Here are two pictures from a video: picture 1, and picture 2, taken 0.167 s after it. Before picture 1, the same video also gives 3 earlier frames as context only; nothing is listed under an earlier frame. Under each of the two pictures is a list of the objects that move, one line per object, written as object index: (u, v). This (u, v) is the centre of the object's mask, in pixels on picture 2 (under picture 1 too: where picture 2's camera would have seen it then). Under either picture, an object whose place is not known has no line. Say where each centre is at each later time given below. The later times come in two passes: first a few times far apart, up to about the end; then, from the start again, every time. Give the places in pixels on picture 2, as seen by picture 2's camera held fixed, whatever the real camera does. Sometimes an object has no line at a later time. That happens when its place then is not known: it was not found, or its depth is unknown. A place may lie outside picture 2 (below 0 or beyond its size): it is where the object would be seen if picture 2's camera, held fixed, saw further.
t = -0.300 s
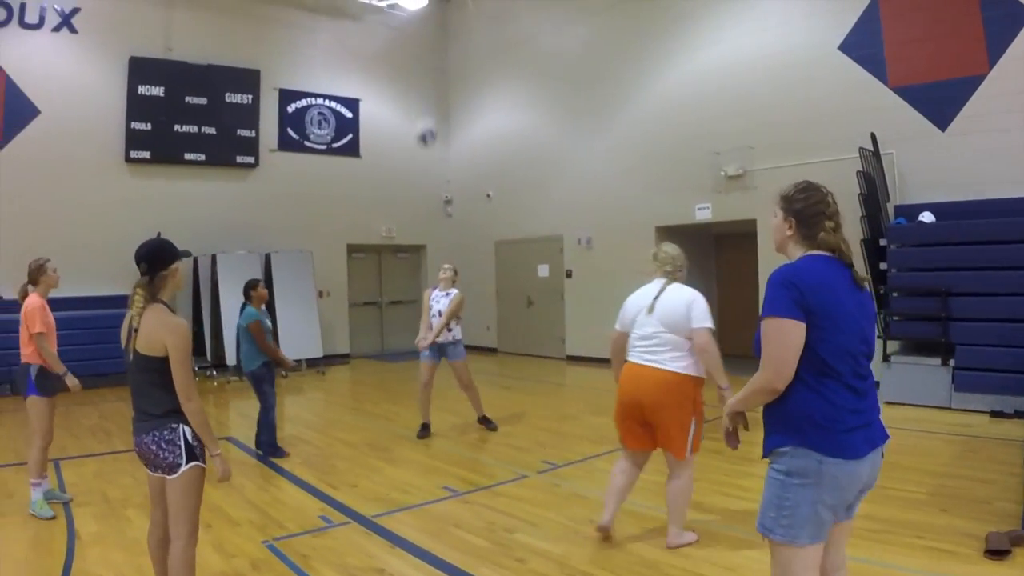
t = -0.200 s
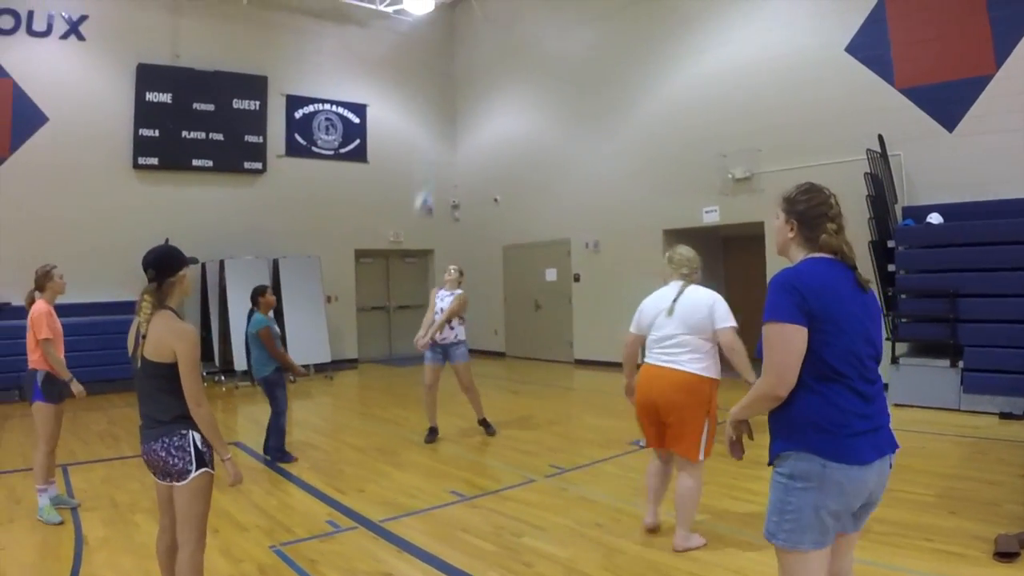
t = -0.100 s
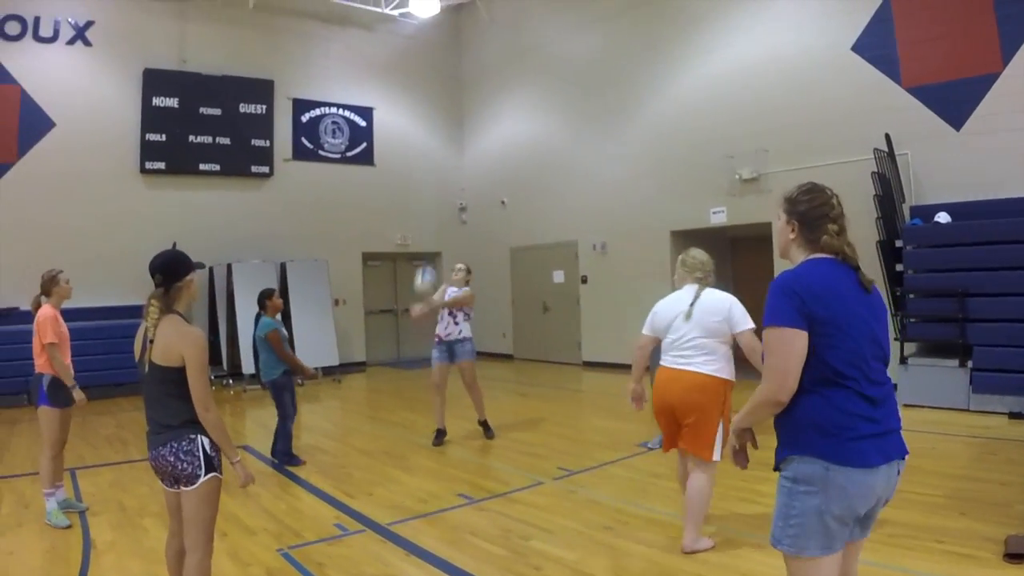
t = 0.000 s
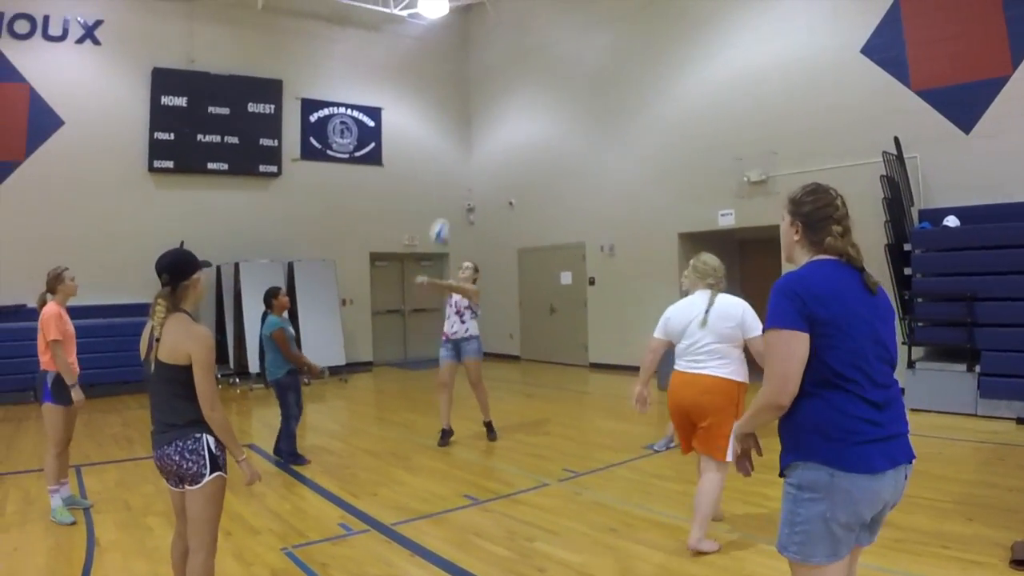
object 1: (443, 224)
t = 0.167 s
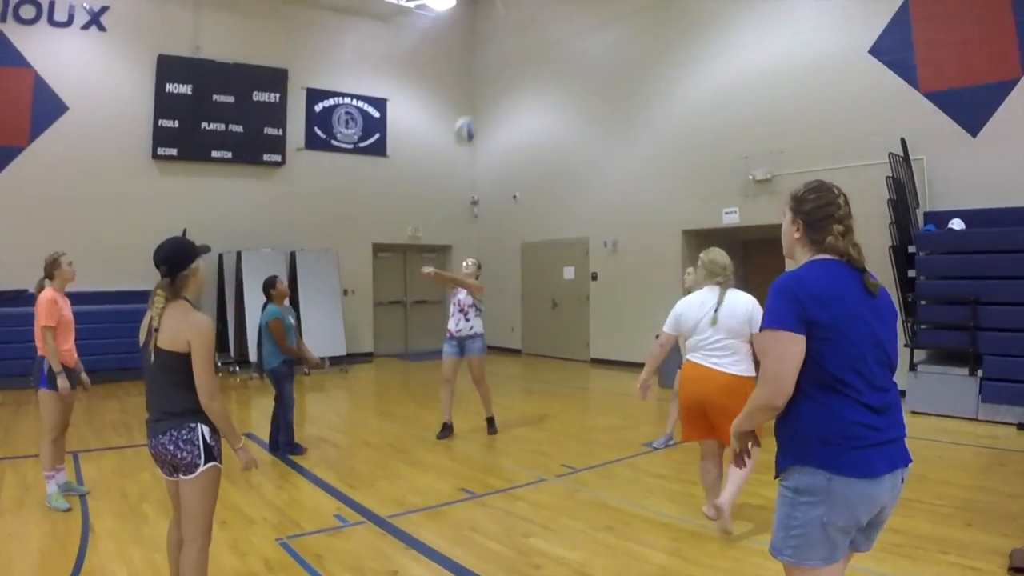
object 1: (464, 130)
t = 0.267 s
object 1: (478, 85)
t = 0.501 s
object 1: (511, 20)
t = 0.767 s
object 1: (557, 21)
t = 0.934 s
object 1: (590, 77)
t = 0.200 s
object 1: (469, 114)
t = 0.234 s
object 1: (473, 98)
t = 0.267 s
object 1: (478, 85)
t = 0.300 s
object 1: (482, 72)
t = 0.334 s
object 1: (486, 61)
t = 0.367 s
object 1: (492, 49)
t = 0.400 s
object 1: (496, 41)
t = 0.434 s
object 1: (501, 33)
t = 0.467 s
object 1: (506, 26)
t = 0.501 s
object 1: (511, 20)
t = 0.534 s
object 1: (515, 16)
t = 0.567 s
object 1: (521, 12)
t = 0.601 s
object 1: (526, 10)
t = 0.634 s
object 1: (531, 9)
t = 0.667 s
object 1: (537, 10)
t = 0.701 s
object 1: (544, 12)
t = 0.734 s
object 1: (550, 17)
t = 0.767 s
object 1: (557, 21)
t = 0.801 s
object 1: (563, 28)
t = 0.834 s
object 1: (570, 37)
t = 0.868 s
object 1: (576, 48)
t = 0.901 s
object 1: (582, 62)
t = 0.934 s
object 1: (590, 77)
